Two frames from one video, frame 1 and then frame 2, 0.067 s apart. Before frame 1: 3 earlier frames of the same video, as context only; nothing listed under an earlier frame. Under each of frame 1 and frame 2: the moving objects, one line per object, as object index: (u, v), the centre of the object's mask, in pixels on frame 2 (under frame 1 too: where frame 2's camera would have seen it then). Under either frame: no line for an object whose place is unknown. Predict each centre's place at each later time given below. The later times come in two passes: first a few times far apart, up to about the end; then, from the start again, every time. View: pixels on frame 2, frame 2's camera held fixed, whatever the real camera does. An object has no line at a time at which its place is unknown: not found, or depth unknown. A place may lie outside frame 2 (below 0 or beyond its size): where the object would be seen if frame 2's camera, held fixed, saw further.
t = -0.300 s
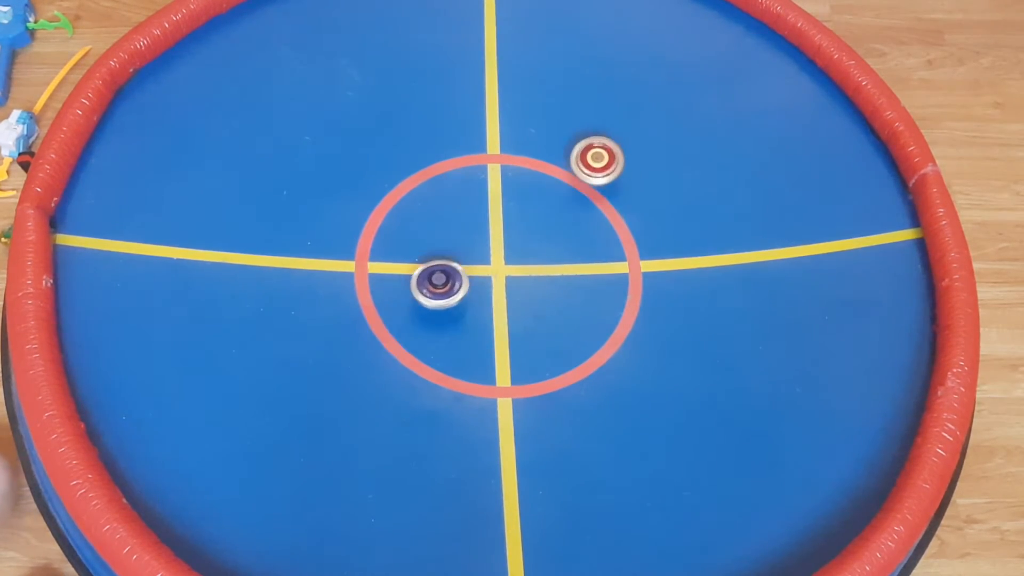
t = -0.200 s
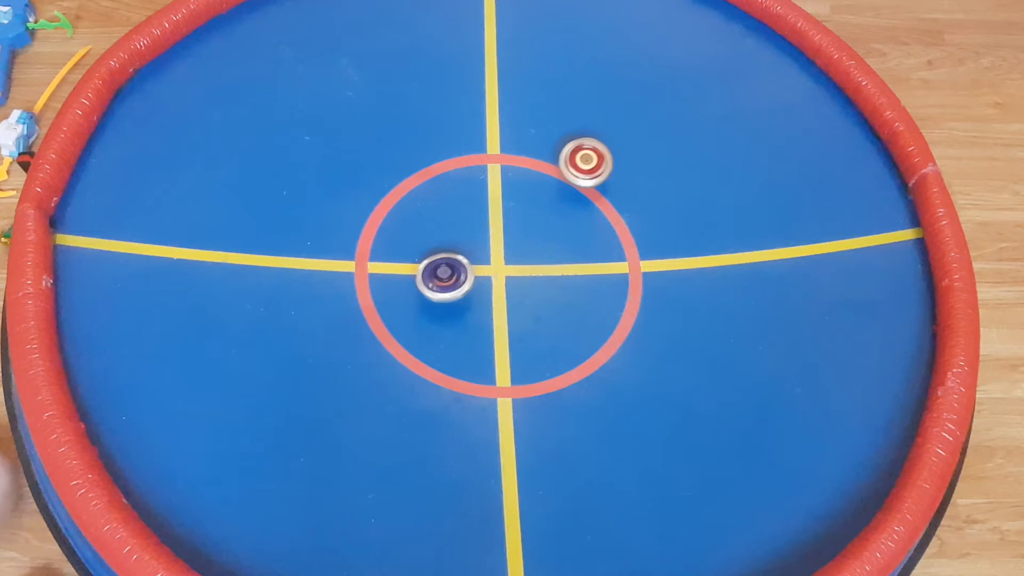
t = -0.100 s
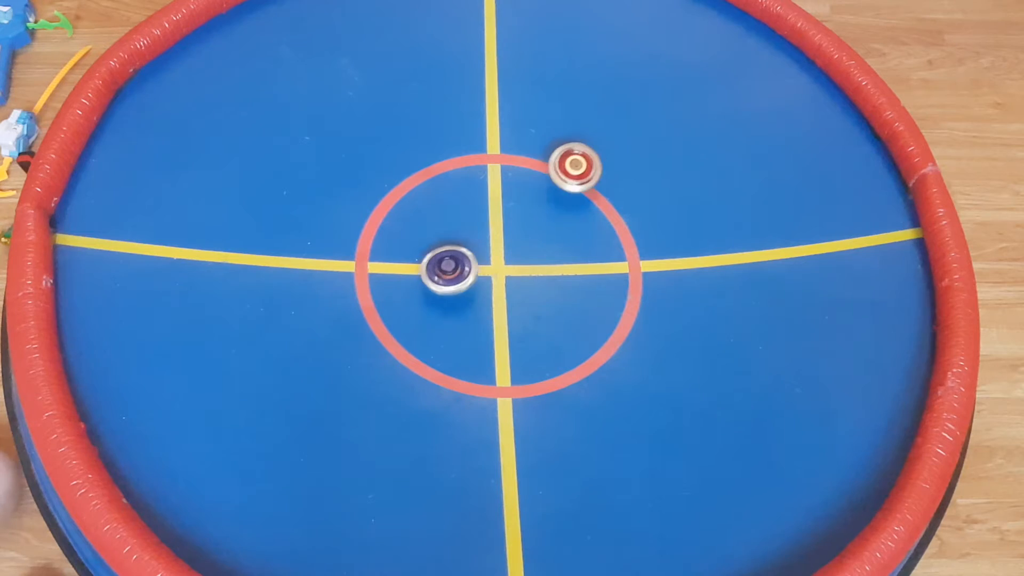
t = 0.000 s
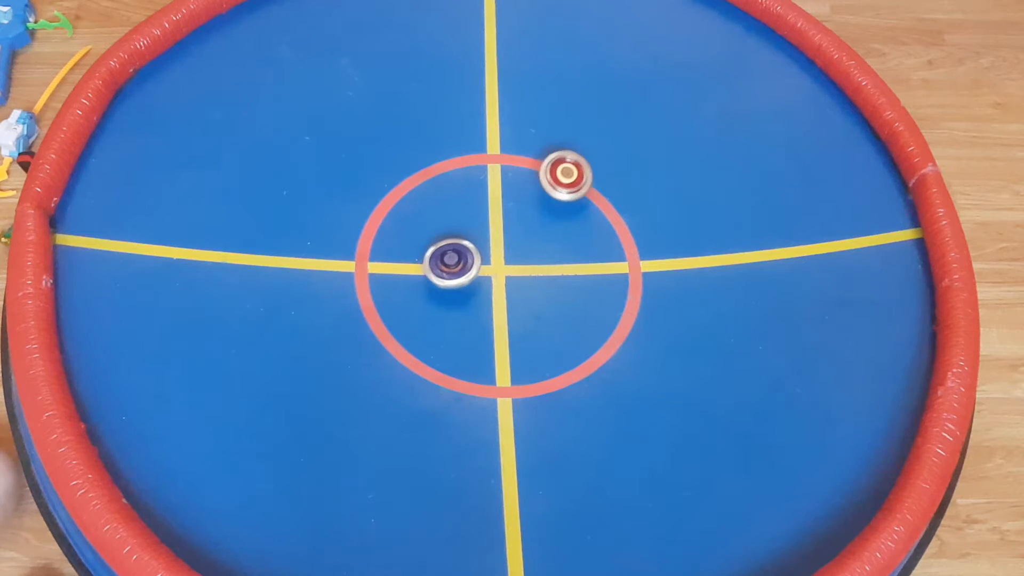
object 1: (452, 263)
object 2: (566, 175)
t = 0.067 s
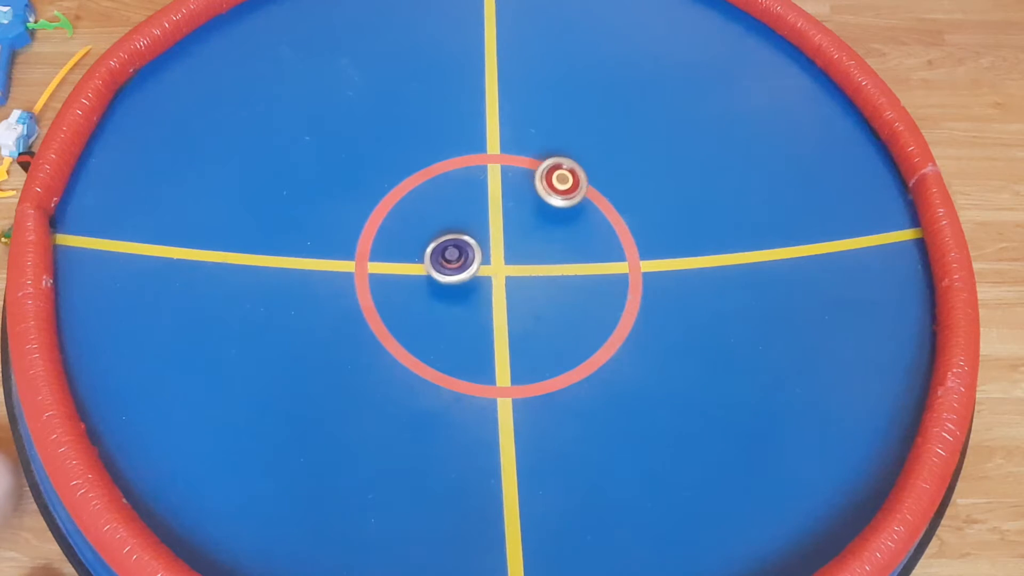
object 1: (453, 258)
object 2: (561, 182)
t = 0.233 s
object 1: (453, 248)
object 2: (554, 201)
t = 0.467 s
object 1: (449, 235)
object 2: (558, 228)
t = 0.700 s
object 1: (439, 226)
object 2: (578, 251)
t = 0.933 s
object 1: (431, 221)
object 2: (608, 262)
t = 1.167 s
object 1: (436, 223)
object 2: (640, 258)
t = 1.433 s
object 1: (454, 230)
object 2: (661, 240)
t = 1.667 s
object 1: (472, 232)
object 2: (651, 223)
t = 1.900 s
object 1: (490, 229)
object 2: (623, 218)
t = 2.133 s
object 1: (504, 221)
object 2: (595, 228)
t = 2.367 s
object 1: (513, 210)
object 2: (574, 248)
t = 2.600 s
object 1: (515, 197)
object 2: (568, 274)
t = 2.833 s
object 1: (513, 189)
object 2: (578, 300)
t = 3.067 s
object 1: (511, 192)
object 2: (603, 319)
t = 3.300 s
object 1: (513, 204)
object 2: (631, 322)
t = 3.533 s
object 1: (520, 219)
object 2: (644, 310)
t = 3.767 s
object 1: (532, 230)
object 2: (636, 288)
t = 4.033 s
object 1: (550, 237)
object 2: (607, 271)
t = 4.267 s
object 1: (501, 211)
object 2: (646, 296)
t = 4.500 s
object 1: (493, 210)
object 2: (661, 315)
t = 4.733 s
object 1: (488, 217)
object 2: (658, 326)
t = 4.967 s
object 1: (493, 227)
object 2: (632, 324)
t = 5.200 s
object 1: (504, 232)
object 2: (601, 321)
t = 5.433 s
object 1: (515, 229)
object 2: (571, 326)
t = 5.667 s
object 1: (519, 223)
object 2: (545, 338)
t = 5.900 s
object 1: (515, 217)
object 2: (525, 356)
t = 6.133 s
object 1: (507, 219)
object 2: (508, 369)
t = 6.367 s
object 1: (505, 228)
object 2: (498, 360)
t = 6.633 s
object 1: (514, 236)
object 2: (491, 334)
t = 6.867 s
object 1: (523, 236)
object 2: (481, 310)
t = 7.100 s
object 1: (529, 232)
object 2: (464, 289)
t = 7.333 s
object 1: (528, 226)
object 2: (442, 274)
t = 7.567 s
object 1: (519, 225)
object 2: (418, 264)
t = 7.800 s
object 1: (514, 232)
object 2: (409, 256)
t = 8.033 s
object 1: (518, 241)
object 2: (425, 252)
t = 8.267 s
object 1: (528, 245)
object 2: (450, 247)
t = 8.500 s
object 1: (535, 242)
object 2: (474, 238)
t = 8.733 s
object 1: (540, 234)
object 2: (487, 223)
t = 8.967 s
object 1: (539, 228)
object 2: (473, 211)
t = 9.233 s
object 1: (534, 231)
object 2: (450, 213)
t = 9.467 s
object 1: (537, 240)
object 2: (447, 231)
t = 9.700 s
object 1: (547, 248)
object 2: (463, 244)
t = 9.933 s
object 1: (556, 246)
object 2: (484, 244)
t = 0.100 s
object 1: (453, 256)
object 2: (559, 185)
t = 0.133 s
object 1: (453, 254)
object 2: (557, 189)
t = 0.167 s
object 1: (453, 252)
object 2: (556, 193)
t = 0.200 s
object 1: (453, 250)
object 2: (555, 197)
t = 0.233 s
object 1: (453, 248)
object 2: (554, 201)
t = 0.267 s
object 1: (452, 246)
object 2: (554, 205)
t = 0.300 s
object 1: (452, 244)
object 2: (554, 209)
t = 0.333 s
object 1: (452, 242)
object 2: (554, 213)
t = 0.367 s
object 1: (451, 240)
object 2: (554, 216)
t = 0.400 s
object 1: (450, 238)
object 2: (555, 220)
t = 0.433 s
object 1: (449, 237)
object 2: (557, 224)
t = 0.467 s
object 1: (449, 235)
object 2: (558, 228)
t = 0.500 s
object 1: (447, 234)
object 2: (560, 232)
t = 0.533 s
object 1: (446, 232)
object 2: (563, 235)
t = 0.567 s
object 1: (445, 231)
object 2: (565, 239)
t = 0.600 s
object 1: (443, 229)
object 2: (568, 242)
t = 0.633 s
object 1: (442, 228)
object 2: (571, 245)
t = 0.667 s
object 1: (441, 227)
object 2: (574, 248)
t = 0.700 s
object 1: (439, 226)
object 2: (578, 251)
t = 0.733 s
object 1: (438, 224)
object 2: (582, 253)
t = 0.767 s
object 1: (436, 224)
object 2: (586, 255)
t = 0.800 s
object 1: (435, 223)
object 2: (590, 257)
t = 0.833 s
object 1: (433, 222)
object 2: (595, 259)
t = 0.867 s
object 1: (432, 222)
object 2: (599, 260)
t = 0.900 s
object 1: (432, 221)
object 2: (603, 261)
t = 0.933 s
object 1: (431, 221)
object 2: (608, 262)
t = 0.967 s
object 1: (431, 221)
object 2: (613, 262)
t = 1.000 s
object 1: (431, 221)
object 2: (618, 262)
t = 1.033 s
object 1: (432, 221)
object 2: (622, 262)
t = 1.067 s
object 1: (433, 222)
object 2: (627, 262)
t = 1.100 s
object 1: (433, 222)
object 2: (631, 261)
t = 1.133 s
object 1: (434, 222)
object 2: (636, 260)
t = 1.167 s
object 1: (436, 223)
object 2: (640, 258)
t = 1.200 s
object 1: (437, 224)
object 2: (643, 257)
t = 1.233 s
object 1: (439, 225)
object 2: (647, 255)
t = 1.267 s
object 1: (441, 225)
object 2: (650, 253)
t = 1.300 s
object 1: (443, 227)
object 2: (653, 250)
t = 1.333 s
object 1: (446, 228)
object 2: (656, 248)
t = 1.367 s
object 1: (448, 228)
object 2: (658, 245)
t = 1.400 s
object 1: (451, 229)
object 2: (660, 242)
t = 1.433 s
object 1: (454, 230)
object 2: (661, 240)
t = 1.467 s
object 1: (456, 230)
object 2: (661, 237)
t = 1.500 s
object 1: (459, 231)
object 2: (661, 234)
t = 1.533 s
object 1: (461, 231)
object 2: (660, 232)
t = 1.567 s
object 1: (464, 232)
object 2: (658, 229)
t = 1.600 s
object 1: (467, 232)
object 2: (657, 227)
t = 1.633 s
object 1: (470, 232)
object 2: (654, 225)
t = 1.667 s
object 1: (472, 232)
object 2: (651, 223)
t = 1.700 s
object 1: (475, 232)
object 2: (648, 222)
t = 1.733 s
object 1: (478, 232)
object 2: (644, 221)
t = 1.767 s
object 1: (480, 231)
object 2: (641, 220)
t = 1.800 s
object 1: (483, 231)
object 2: (636, 219)
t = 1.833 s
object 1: (485, 230)
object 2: (632, 218)
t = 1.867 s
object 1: (488, 230)
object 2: (628, 218)
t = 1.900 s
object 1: (490, 229)
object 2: (623, 218)
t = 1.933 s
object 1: (493, 228)
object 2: (619, 219)
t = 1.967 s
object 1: (495, 227)
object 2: (615, 220)
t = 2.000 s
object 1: (497, 226)
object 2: (610, 221)
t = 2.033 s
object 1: (499, 225)
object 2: (607, 222)
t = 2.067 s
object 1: (501, 224)
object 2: (602, 224)
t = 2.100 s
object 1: (502, 223)
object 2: (598, 226)
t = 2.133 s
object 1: (504, 221)
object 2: (595, 228)
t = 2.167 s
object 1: (506, 220)
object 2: (591, 230)
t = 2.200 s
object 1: (507, 218)
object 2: (587, 233)
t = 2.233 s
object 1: (509, 216)
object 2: (585, 235)
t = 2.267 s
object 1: (510, 215)
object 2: (581, 238)
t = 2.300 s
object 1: (511, 213)
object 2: (579, 241)
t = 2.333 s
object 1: (512, 211)
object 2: (577, 245)
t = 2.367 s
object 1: (513, 210)
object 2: (574, 248)
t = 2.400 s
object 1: (513, 208)
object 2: (573, 251)
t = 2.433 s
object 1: (514, 206)
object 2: (571, 255)
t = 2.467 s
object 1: (514, 204)
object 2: (570, 259)
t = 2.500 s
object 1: (514, 202)
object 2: (569, 263)
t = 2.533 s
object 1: (515, 201)
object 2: (569, 266)
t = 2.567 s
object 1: (515, 199)
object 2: (568, 270)
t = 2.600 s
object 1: (515, 197)
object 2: (568, 274)
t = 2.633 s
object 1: (515, 195)
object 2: (569, 278)
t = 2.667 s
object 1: (515, 194)
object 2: (569, 282)
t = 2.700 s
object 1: (514, 192)
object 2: (571, 286)
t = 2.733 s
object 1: (514, 191)
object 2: (572, 290)
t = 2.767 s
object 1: (514, 190)
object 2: (574, 294)
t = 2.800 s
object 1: (514, 189)
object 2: (576, 297)
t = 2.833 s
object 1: (513, 189)
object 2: (578, 300)
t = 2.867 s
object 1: (513, 188)
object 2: (581, 304)
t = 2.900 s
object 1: (513, 188)
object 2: (584, 307)
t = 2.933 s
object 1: (512, 189)
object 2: (587, 310)
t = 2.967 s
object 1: (512, 190)
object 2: (591, 312)
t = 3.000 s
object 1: (512, 190)
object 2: (594, 315)
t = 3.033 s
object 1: (512, 191)
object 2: (598, 317)
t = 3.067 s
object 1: (511, 192)
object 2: (603, 319)
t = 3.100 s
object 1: (511, 194)
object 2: (607, 320)
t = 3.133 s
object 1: (511, 195)
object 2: (611, 321)
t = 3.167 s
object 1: (512, 197)
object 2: (615, 322)
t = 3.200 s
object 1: (512, 199)
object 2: (619, 323)
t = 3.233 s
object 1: (512, 201)
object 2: (623, 323)
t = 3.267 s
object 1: (513, 202)
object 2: (627, 323)
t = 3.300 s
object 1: (513, 204)
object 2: (631, 322)
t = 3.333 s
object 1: (514, 206)
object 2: (634, 321)
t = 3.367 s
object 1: (515, 209)
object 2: (637, 320)
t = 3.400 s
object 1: (515, 211)
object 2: (639, 318)
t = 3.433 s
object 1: (516, 213)
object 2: (641, 317)
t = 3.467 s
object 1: (517, 215)
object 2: (643, 314)
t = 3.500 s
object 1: (519, 217)
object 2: (644, 312)
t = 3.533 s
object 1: (520, 219)
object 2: (644, 310)
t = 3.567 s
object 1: (522, 221)
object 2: (644, 307)
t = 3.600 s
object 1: (523, 223)
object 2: (644, 303)
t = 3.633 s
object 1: (525, 225)
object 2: (643, 300)
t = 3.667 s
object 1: (526, 226)
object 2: (642, 297)
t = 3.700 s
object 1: (528, 228)
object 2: (640, 294)
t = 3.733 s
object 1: (530, 229)
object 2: (638, 292)
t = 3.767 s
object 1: (532, 230)
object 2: (636, 288)
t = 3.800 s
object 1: (534, 232)
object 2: (633, 286)
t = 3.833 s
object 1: (536, 233)
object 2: (630, 283)
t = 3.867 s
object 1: (539, 234)
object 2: (627, 280)
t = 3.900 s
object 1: (541, 235)
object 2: (623, 279)
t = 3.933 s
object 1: (543, 236)
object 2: (620, 276)
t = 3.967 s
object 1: (545, 236)
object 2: (615, 274)
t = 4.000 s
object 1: (548, 237)
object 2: (611, 273)
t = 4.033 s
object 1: (550, 237)
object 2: (607, 271)
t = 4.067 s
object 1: (552, 237)
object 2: (602, 270)
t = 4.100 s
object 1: (553, 237)
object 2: (601, 271)
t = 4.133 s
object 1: (538, 230)
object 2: (617, 279)
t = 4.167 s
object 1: (525, 223)
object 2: (631, 285)
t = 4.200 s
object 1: (514, 218)
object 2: (640, 290)
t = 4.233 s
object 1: (506, 214)
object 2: (644, 293)
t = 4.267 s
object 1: (501, 211)
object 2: (646, 296)
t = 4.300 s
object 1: (498, 211)
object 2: (649, 299)
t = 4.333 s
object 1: (497, 211)
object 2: (651, 301)
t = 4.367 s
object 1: (496, 210)
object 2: (653, 305)
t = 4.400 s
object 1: (495, 209)
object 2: (656, 307)
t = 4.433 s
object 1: (494, 210)
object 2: (657, 310)
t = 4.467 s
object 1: (493, 210)
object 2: (660, 313)
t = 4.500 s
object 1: (493, 210)
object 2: (661, 315)
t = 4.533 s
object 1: (492, 210)
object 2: (662, 317)
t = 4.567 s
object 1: (491, 211)
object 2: (663, 318)
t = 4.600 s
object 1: (490, 212)
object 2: (664, 320)
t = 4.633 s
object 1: (489, 212)
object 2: (663, 322)
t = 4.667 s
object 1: (489, 214)
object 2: (662, 324)
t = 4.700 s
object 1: (488, 215)
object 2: (661, 325)
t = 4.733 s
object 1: (488, 217)
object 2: (658, 326)
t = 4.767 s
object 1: (488, 219)
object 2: (656, 326)
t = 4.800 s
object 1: (489, 220)
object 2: (652, 326)
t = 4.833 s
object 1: (489, 222)
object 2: (649, 326)
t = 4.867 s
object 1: (490, 223)
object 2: (644, 326)
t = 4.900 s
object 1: (491, 225)
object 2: (640, 325)
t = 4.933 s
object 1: (492, 226)
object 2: (636, 325)
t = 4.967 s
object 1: (493, 227)
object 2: (632, 324)
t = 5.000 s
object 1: (494, 228)
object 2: (627, 323)
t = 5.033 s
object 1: (496, 230)
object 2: (623, 323)
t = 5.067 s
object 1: (497, 230)
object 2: (618, 322)
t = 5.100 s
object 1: (499, 231)
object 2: (614, 322)
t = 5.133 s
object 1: (501, 231)
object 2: (610, 322)
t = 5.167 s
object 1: (502, 231)
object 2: (605, 321)
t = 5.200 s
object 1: (504, 232)
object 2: (601, 321)
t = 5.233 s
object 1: (506, 232)
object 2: (596, 322)
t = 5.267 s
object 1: (507, 231)
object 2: (592, 322)
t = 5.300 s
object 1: (509, 231)
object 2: (587, 322)
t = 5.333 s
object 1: (511, 231)
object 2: (583, 323)
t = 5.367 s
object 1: (512, 230)
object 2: (579, 324)
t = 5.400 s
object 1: (513, 230)
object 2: (575, 325)
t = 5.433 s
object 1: (515, 229)
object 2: (571, 326)
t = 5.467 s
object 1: (515, 229)
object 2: (567, 327)
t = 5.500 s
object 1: (516, 228)
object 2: (563, 329)
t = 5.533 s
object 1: (517, 228)
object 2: (559, 330)
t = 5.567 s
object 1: (518, 227)
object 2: (556, 332)
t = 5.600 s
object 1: (518, 226)
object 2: (552, 334)
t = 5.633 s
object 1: (519, 224)
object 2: (549, 336)
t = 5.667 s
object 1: (519, 223)
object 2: (545, 338)
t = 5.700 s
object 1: (519, 222)
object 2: (542, 340)
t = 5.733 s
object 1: (519, 221)
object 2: (539, 343)
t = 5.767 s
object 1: (518, 220)
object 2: (536, 345)
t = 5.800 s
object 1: (518, 219)
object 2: (533, 348)
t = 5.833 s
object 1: (517, 218)
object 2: (531, 351)
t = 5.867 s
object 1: (516, 218)
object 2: (528, 353)
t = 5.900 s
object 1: (515, 217)
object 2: (525, 356)
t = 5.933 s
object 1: (514, 216)
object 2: (523, 358)
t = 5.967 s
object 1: (513, 216)
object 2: (520, 361)
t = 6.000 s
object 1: (512, 216)
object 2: (518, 363)
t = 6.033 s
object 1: (511, 217)
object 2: (515, 365)
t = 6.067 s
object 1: (510, 217)
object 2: (513, 367)
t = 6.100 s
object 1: (509, 218)
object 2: (511, 368)
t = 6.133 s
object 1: (507, 219)
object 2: (508, 369)
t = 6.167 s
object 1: (507, 219)
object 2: (507, 369)
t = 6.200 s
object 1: (506, 221)
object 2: (505, 369)
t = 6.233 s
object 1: (505, 222)
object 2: (503, 368)
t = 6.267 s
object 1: (505, 224)
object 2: (501, 367)
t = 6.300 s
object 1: (505, 226)
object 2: (500, 365)
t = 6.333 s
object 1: (505, 227)
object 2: (498, 362)
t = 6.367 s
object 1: (505, 228)
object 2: (498, 360)
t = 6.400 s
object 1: (506, 230)
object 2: (497, 357)
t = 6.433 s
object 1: (507, 231)
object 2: (496, 354)
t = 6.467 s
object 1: (507, 232)
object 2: (495, 351)
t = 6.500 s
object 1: (508, 233)
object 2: (494, 348)
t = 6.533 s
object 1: (509, 234)
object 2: (494, 345)
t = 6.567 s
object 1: (511, 235)
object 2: (493, 341)
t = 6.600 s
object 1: (512, 235)
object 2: (492, 338)
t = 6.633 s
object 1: (514, 236)
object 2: (491, 334)
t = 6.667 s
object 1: (515, 236)
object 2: (490, 330)
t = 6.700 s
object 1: (516, 236)
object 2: (489, 327)
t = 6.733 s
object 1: (517, 237)
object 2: (488, 323)
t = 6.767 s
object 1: (519, 237)
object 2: (486, 320)
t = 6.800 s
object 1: (520, 237)
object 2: (485, 316)
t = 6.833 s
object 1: (521, 237)
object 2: (483, 313)
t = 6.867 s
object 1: (523, 236)
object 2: (481, 310)
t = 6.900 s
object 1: (524, 236)
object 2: (480, 306)
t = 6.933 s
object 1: (525, 236)
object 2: (477, 303)
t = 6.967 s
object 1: (526, 235)
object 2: (475, 301)
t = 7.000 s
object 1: (527, 235)
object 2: (473, 298)
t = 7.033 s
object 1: (527, 234)
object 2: (470, 295)
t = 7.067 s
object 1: (528, 233)
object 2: (467, 292)
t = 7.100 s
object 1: (529, 232)
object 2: (464, 289)
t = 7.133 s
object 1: (529, 232)
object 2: (462, 286)
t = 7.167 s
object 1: (530, 231)
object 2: (458, 284)
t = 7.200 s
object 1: (529, 230)
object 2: (455, 282)
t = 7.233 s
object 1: (529, 229)
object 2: (452, 280)
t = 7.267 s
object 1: (529, 228)
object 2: (448, 277)
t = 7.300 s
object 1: (529, 227)
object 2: (445, 275)
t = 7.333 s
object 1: (528, 226)
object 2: (442, 274)
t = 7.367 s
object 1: (527, 225)
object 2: (438, 272)
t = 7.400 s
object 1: (526, 224)
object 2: (435, 270)
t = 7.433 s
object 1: (524, 224)
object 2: (431, 269)
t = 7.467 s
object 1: (523, 224)
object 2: (428, 268)
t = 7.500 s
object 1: (522, 224)
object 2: (424, 266)
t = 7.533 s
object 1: (521, 224)
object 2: (421, 265)
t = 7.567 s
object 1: (519, 225)
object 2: (418, 264)
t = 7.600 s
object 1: (518, 225)
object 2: (416, 263)
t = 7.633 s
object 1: (517, 226)
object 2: (413, 261)
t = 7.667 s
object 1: (517, 227)
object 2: (412, 260)
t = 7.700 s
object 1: (516, 228)
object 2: (410, 259)
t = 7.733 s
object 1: (515, 229)
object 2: (410, 258)
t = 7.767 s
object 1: (515, 231)
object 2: (409, 257)
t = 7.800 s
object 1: (514, 232)
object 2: (409, 256)
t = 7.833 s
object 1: (514, 234)
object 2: (410, 255)
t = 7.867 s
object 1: (514, 235)
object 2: (412, 255)
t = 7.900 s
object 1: (515, 236)
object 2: (414, 254)
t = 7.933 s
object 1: (515, 238)
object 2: (416, 253)
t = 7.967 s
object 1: (516, 239)
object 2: (418, 252)
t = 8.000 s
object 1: (517, 240)
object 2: (421, 251)
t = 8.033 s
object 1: (518, 241)
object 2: (425, 252)
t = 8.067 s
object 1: (519, 242)
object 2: (428, 250)
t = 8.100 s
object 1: (520, 243)
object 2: (432, 251)
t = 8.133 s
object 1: (522, 244)
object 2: (435, 249)
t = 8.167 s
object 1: (523, 244)
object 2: (439, 249)
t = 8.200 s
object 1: (525, 244)
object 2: (443, 249)
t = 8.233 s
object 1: (526, 245)
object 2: (447, 248)
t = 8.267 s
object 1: (528, 245)
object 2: (450, 247)
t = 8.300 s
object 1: (529, 245)
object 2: (454, 246)
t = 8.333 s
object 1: (530, 245)
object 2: (458, 245)
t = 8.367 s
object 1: (531, 245)
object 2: (461, 244)
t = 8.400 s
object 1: (532, 244)
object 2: (464, 242)
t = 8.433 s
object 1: (533, 244)
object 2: (468, 241)
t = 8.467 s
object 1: (534, 243)
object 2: (471, 239)
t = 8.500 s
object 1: (535, 242)
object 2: (474, 238)
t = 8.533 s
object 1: (536, 241)
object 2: (477, 236)
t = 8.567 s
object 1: (537, 240)
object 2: (481, 234)
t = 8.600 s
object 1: (537, 239)
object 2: (483, 231)
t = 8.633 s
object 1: (538, 238)
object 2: (486, 229)
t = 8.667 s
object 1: (539, 237)
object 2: (486, 227)
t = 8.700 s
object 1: (540, 235)
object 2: (486, 226)
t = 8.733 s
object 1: (540, 234)
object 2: (487, 223)
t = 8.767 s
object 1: (541, 233)
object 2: (489, 221)
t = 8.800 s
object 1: (540, 232)
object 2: (489, 218)
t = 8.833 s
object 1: (539, 231)
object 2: (490, 215)
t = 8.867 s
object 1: (540, 229)
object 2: (485, 214)
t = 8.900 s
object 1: (541, 227)
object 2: (479, 213)
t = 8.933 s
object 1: (541, 228)
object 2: (475, 212)
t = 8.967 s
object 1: (539, 228)
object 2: (473, 211)
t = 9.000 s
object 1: (538, 228)
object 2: (469, 210)
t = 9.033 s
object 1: (538, 228)
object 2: (466, 209)
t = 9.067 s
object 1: (537, 228)
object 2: (463, 209)
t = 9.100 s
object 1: (536, 228)
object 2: (460, 209)
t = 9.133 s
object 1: (535, 229)
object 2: (458, 210)
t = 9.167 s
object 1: (535, 230)
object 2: (455, 210)
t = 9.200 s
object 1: (534, 231)
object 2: (453, 212)
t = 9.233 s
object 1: (534, 231)
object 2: (450, 213)
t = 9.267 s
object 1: (534, 232)
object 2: (449, 215)
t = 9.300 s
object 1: (533, 233)
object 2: (447, 217)
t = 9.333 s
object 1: (533, 234)
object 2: (446, 220)
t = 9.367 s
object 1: (534, 236)
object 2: (445, 223)
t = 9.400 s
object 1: (534, 237)
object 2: (446, 225)
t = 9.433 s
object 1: (535, 239)
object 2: (446, 228)
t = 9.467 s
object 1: (537, 240)
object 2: (447, 231)
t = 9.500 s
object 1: (537, 241)
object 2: (448, 233)
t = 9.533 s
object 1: (539, 243)
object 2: (450, 235)
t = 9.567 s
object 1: (540, 244)
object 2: (452, 238)
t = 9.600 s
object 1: (542, 246)
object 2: (454, 240)
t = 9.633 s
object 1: (544, 247)
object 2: (456, 241)
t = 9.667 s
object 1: (546, 248)
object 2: (460, 243)
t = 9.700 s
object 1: (547, 248)
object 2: (463, 244)
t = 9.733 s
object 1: (549, 249)
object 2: (466, 245)
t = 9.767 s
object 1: (551, 248)
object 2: (469, 246)
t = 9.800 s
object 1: (553, 248)
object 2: (472, 246)
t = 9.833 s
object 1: (554, 248)
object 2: (475, 246)
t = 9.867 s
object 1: (555, 247)
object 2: (479, 245)
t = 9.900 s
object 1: (555, 247)
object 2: (481, 245)
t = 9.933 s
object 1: (556, 246)
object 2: (484, 244)
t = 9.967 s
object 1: (556, 245)
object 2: (487, 243)
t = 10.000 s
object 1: (556, 244)
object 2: (490, 241)
